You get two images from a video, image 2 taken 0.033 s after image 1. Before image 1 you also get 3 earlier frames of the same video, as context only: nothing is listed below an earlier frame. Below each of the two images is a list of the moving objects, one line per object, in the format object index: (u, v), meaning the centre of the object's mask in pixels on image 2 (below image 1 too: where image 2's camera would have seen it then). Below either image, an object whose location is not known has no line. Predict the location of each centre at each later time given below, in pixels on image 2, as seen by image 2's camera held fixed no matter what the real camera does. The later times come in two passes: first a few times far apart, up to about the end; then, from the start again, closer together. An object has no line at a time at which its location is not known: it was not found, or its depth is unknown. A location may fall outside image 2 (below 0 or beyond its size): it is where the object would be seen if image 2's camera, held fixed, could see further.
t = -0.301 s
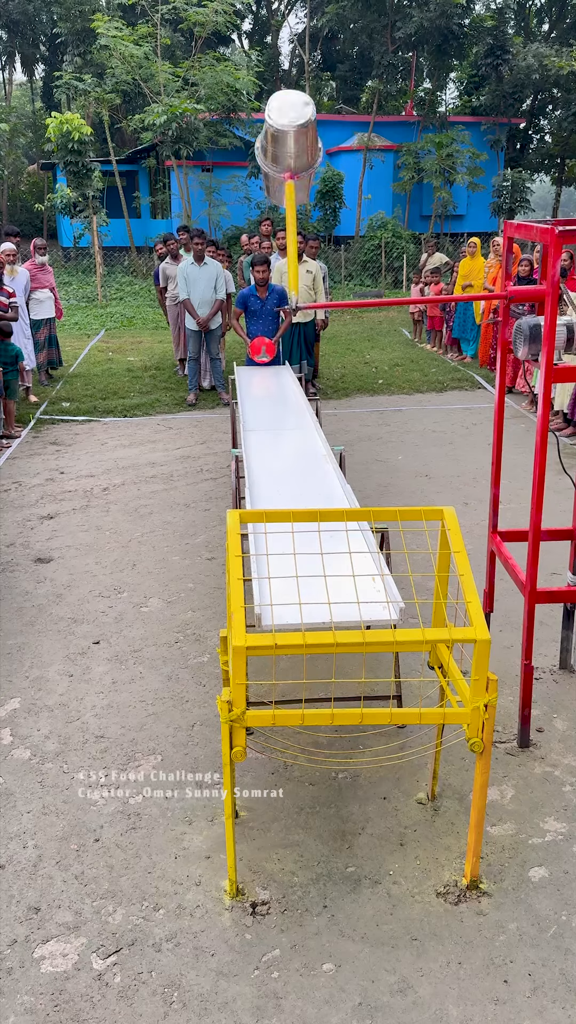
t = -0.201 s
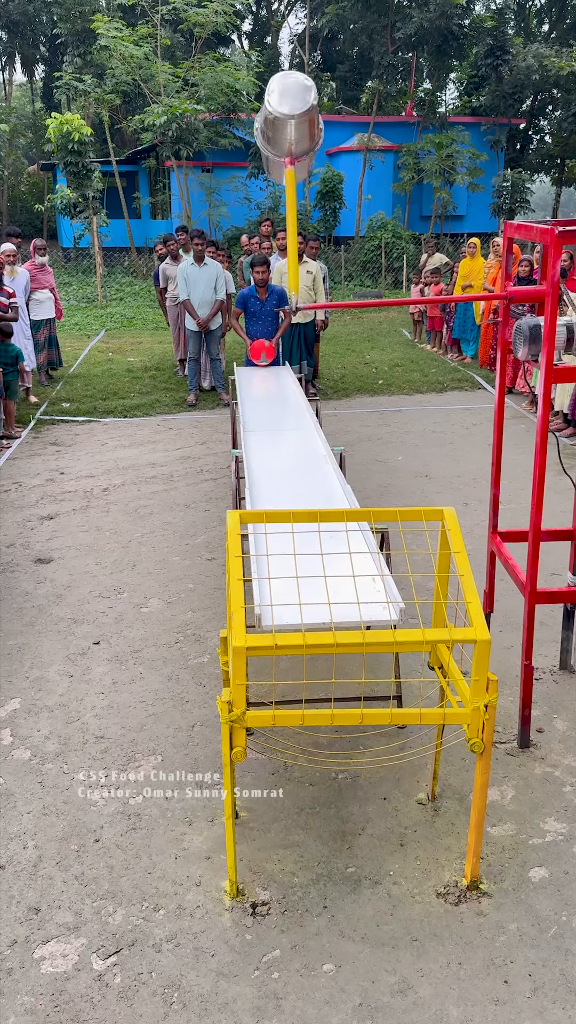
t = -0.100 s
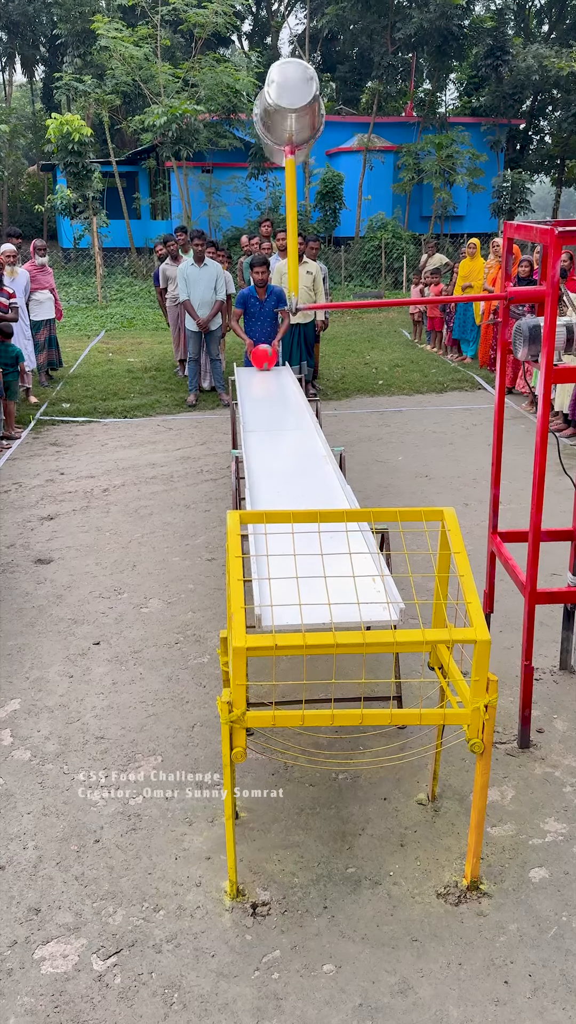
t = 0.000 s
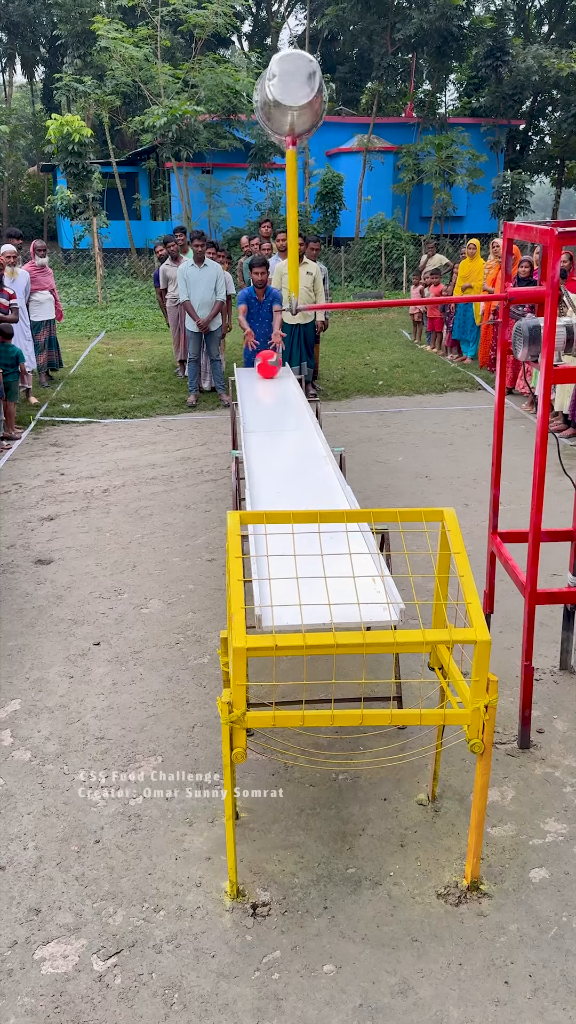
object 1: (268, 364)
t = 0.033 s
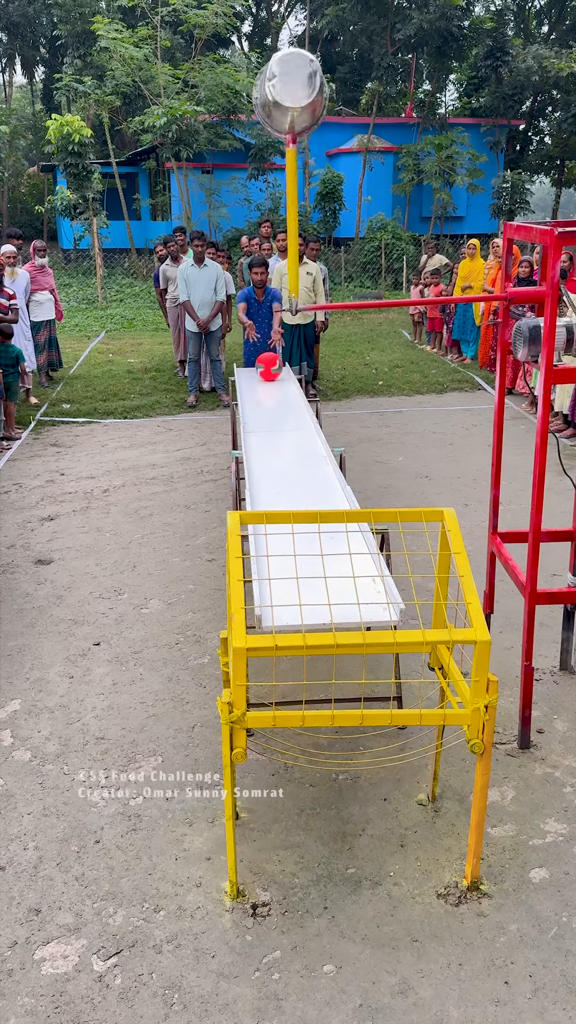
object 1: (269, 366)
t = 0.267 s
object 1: (277, 383)
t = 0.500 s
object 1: (285, 402)
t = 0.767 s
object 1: (293, 428)
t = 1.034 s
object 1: (310, 467)
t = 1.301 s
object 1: (329, 523)
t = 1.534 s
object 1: (353, 588)
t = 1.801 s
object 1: (364, 676)
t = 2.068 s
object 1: (353, 683)
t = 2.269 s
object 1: (343, 684)
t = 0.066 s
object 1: (270, 369)
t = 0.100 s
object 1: (271, 371)
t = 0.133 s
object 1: (272, 373)
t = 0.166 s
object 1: (273, 376)
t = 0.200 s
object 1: (275, 378)
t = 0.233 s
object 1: (276, 381)
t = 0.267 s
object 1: (277, 383)
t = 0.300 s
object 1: (278, 385)
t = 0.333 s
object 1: (279, 388)
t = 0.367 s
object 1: (280, 390)
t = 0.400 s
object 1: (281, 393)
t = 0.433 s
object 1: (282, 396)
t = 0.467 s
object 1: (283, 399)
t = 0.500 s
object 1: (285, 402)
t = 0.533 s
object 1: (278, 408)
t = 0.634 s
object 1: (286, 414)
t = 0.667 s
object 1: (287, 419)
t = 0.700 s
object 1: (287, 423)
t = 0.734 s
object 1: (287, 427)
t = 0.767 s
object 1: (293, 428)
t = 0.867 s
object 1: (303, 457)
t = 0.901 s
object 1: (302, 447)
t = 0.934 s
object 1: (304, 451)
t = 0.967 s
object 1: (306, 457)
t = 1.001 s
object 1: (308, 462)
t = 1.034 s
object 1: (310, 467)
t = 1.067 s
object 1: (312, 473)
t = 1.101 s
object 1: (314, 478)
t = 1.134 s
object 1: (316, 484)
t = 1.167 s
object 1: (319, 488)
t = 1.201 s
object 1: (321, 492)
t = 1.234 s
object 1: (323, 495)
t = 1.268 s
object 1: (326, 509)
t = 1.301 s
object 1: (329, 523)
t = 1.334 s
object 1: (332, 531)
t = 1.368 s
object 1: (335, 542)
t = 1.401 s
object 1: (338, 548)
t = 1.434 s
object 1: (341, 555)
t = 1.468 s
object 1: (345, 565)
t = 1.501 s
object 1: (349, 576)
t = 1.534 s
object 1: (353, 588)
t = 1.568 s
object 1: (357, 599)
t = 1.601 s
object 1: (362, 608)
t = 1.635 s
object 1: (365, 632)
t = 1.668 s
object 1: (370, 669)
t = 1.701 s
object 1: (370, 678)
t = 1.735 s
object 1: (368, 677)
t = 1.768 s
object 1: (367, 676)
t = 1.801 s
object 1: (364, 676)
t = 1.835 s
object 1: (362, 678)
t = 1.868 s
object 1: (360, 682)
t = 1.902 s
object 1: (359, 685)
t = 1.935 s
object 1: (359, 684)
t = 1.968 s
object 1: (358, 684)
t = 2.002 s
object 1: (356, 682)
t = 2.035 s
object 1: (355, 682)
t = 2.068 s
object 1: (353, 683)
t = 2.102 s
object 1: (351, 687)
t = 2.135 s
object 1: (349, 686)
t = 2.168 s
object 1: (347, 685)
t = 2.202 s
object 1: (346, 684)
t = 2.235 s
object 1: (344, 685)
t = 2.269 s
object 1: (343, 684)
